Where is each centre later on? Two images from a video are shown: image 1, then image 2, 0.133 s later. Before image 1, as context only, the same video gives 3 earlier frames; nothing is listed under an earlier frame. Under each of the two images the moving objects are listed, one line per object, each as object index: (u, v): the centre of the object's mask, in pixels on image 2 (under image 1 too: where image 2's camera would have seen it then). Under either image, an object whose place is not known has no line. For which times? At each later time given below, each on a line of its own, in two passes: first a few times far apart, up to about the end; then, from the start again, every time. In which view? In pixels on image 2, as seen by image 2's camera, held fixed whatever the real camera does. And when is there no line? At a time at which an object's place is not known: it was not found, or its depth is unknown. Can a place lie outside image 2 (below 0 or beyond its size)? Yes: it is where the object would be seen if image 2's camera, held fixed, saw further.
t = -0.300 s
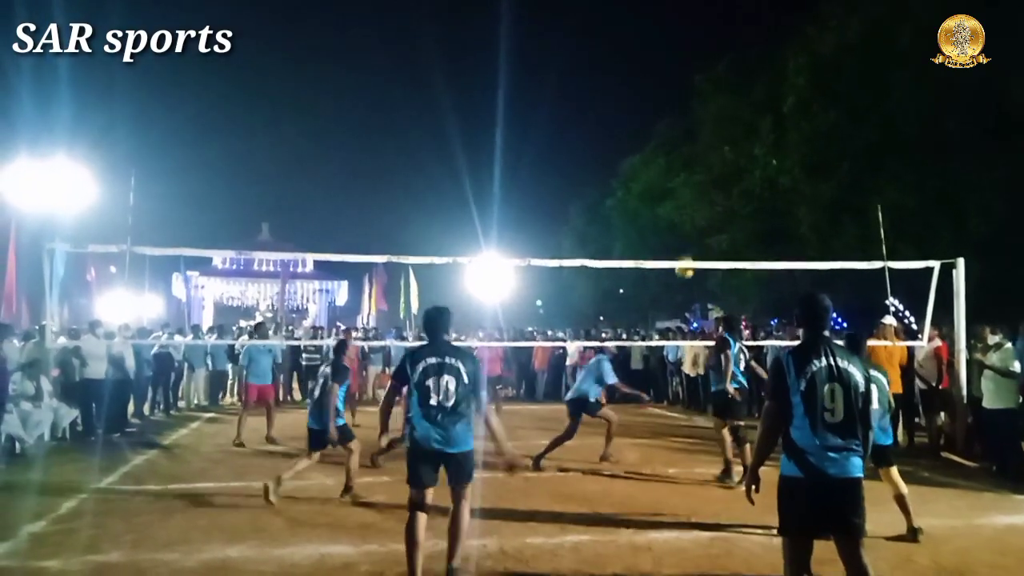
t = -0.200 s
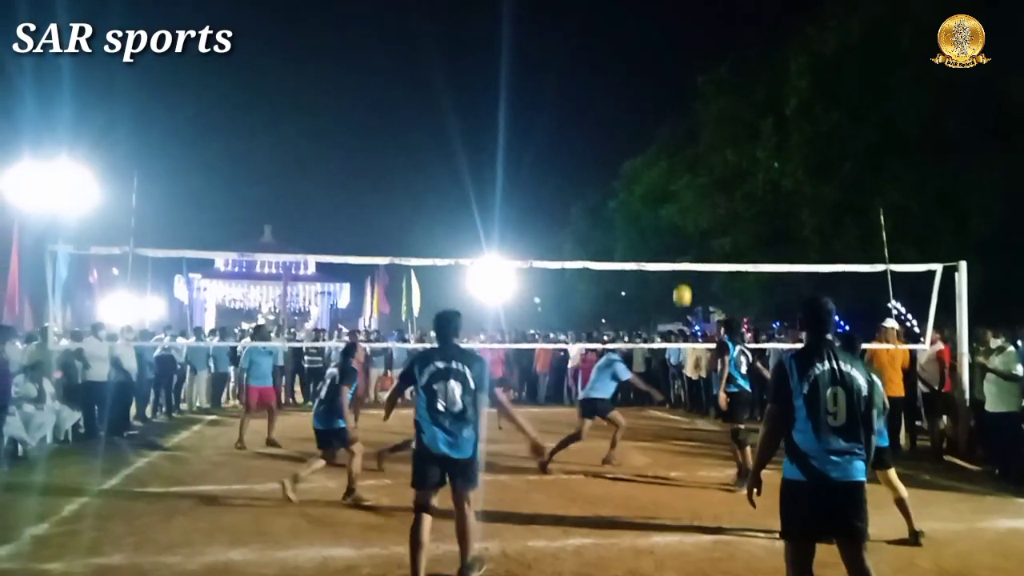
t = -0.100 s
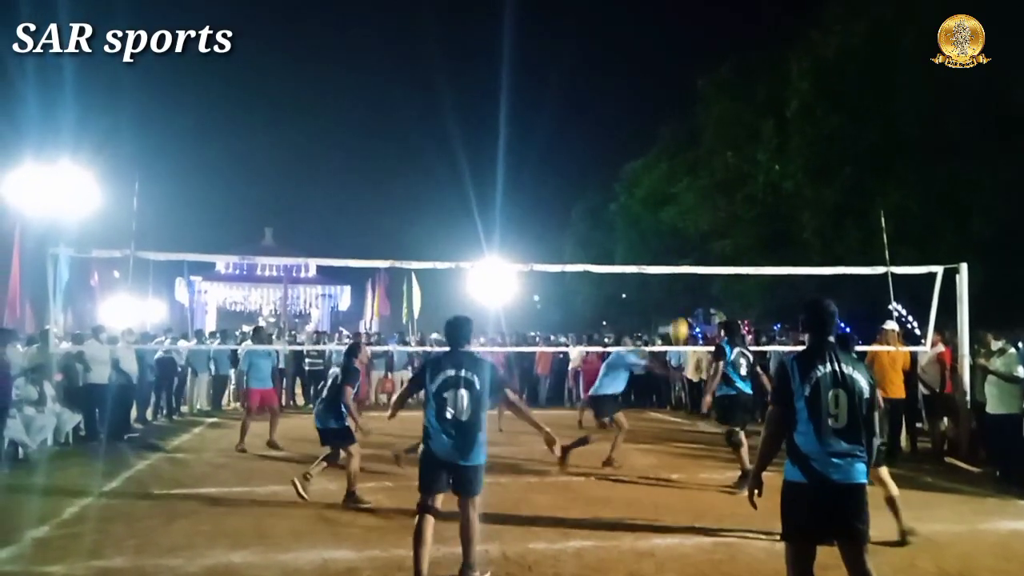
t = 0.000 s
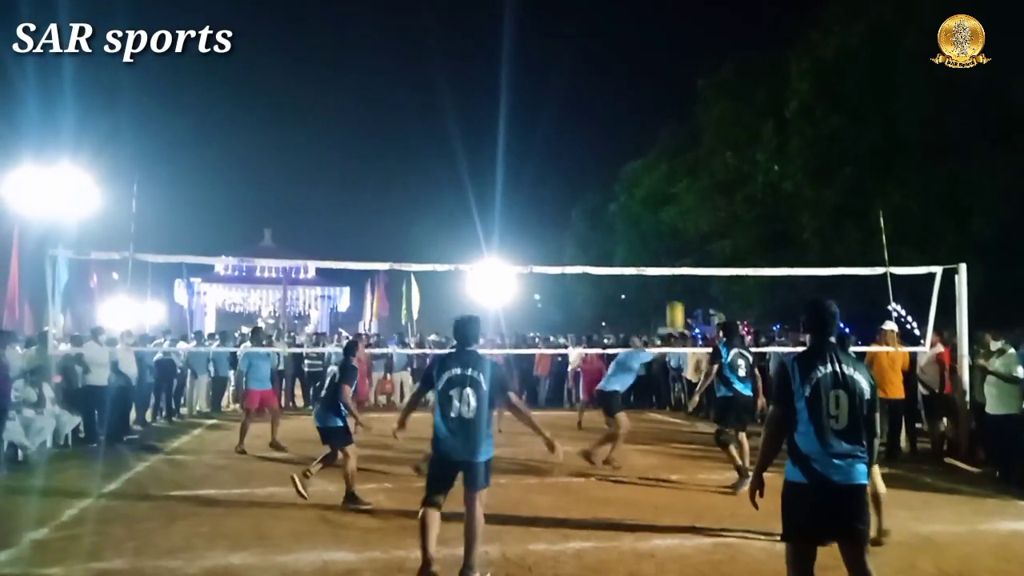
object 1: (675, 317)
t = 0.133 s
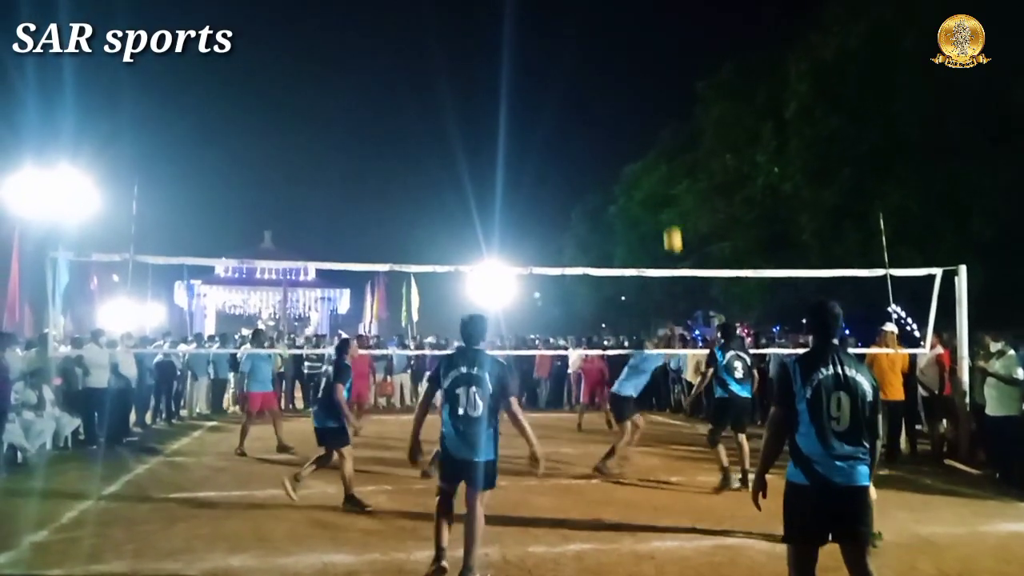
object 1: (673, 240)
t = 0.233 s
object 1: (671, 192)
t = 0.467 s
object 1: (669, 108)
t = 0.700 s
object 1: (665, 68)
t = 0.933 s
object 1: (662, 65)
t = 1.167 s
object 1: (658, 106)
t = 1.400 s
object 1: (656, 186)
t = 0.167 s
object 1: (672, 222)
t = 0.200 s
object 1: (672, 206)
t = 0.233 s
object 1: (671, 192)
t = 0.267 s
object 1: (671, 177)
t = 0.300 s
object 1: (671, 163)
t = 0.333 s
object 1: (670, 151)
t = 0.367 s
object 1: (670, 139)
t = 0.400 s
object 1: (670, 128)
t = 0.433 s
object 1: (670, 117)
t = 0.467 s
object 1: (669, 108)
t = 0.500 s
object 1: (669, 99)
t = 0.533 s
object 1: (668, 92)
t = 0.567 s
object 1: (667, 85)
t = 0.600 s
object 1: (667, 79)
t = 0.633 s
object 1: (666, 74)
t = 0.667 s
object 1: (666, 71)
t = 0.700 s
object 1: (665, 68)
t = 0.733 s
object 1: (665, 65)
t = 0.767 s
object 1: (665, 64)
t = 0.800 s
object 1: (664, 62)
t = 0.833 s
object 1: (664, 61)
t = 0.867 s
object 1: (663, 62)
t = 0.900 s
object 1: (663, 63)
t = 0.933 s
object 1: (662, 65)
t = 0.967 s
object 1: (661, 68)
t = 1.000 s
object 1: (661, 72)
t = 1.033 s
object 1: (660, 78)
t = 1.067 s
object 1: (660, 83)
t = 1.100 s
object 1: (659, 90)
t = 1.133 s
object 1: (659, 98)
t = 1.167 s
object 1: (658, 106)
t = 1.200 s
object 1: (657, 115)
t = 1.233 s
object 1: (657, 125)
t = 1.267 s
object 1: (657, 136)
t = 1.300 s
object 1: (657, 147)
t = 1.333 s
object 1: (656, 159)
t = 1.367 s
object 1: (656, 172)
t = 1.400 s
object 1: (656, 186)
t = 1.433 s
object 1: (655, 201)
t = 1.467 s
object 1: (655, 216)
